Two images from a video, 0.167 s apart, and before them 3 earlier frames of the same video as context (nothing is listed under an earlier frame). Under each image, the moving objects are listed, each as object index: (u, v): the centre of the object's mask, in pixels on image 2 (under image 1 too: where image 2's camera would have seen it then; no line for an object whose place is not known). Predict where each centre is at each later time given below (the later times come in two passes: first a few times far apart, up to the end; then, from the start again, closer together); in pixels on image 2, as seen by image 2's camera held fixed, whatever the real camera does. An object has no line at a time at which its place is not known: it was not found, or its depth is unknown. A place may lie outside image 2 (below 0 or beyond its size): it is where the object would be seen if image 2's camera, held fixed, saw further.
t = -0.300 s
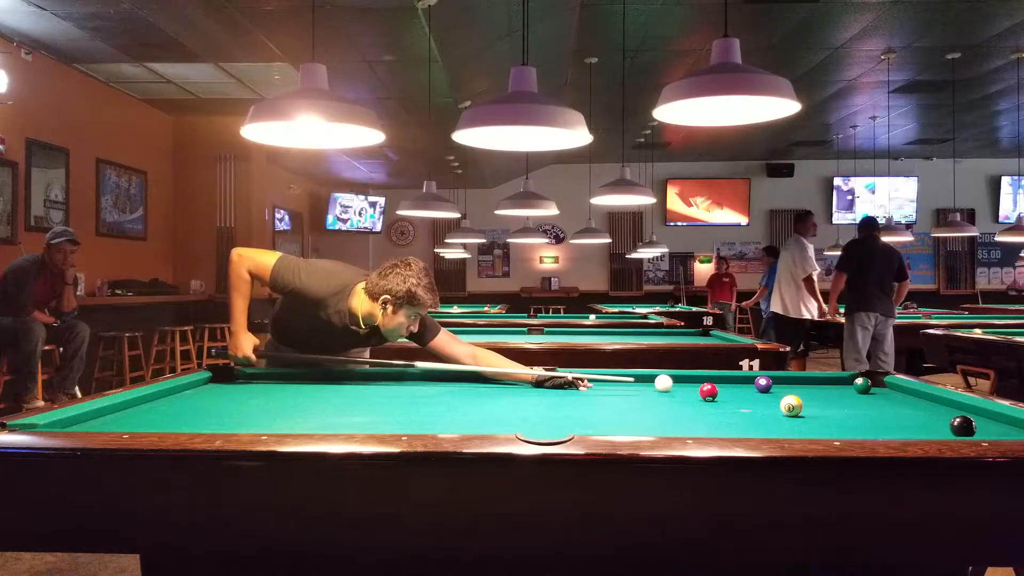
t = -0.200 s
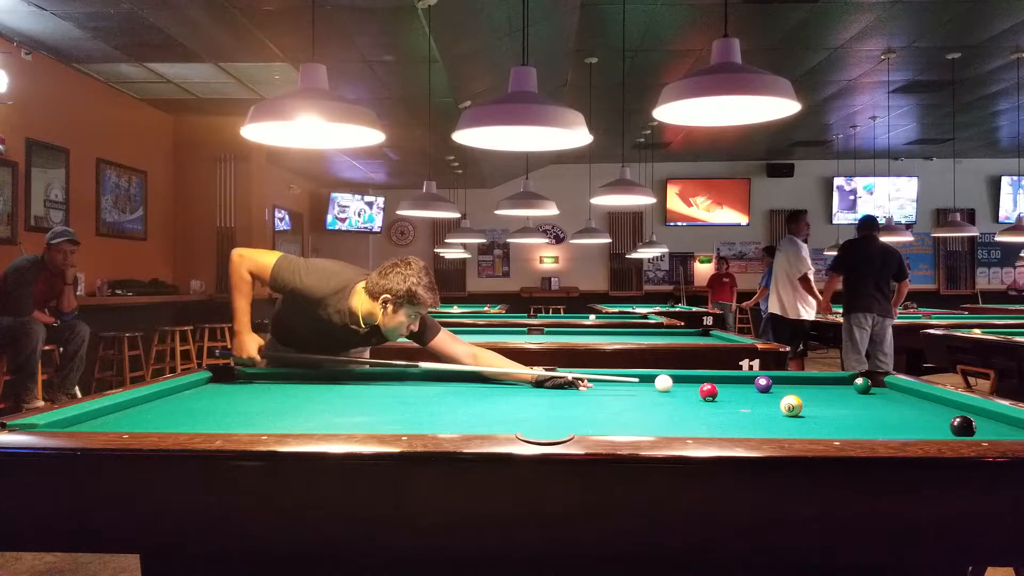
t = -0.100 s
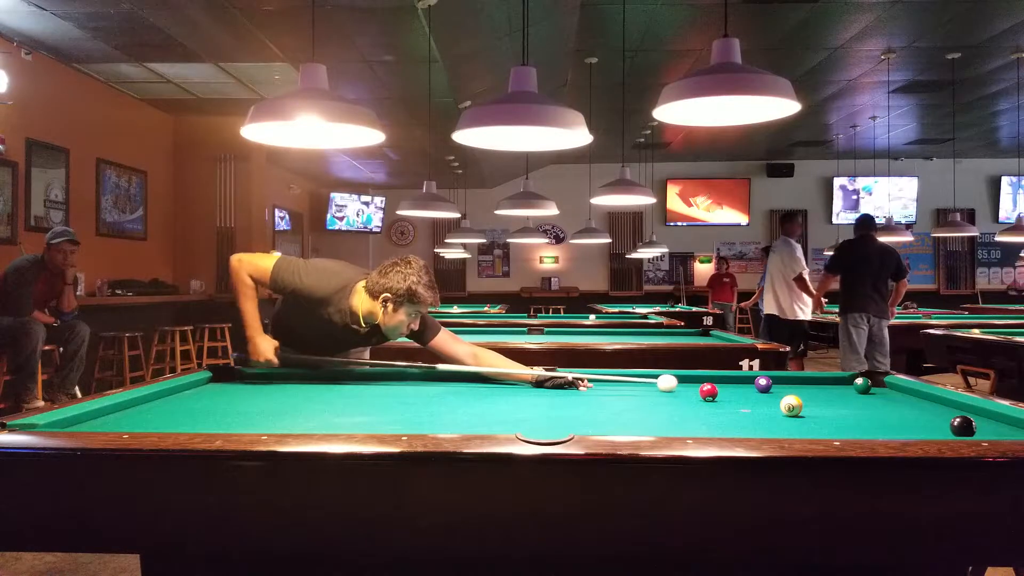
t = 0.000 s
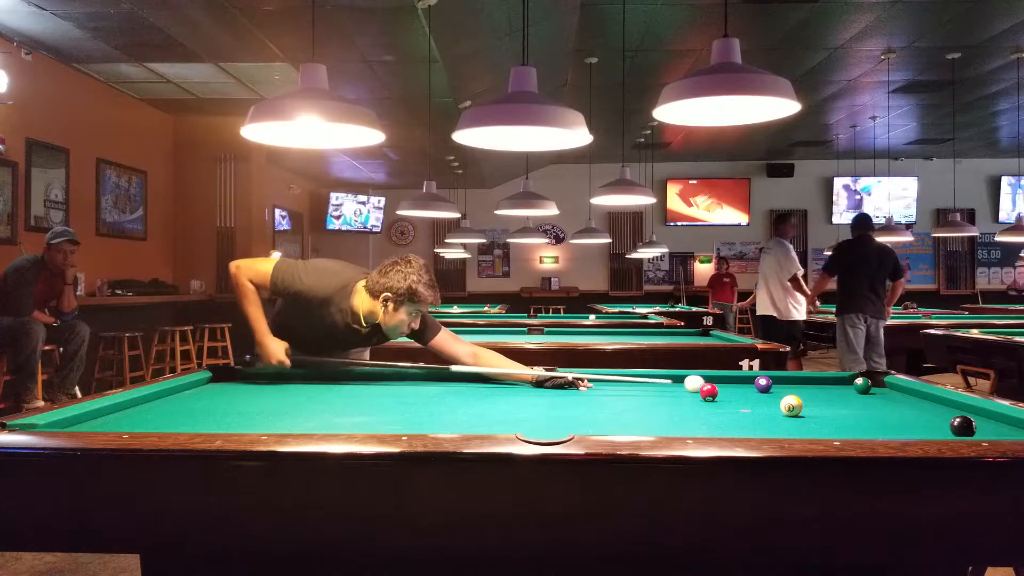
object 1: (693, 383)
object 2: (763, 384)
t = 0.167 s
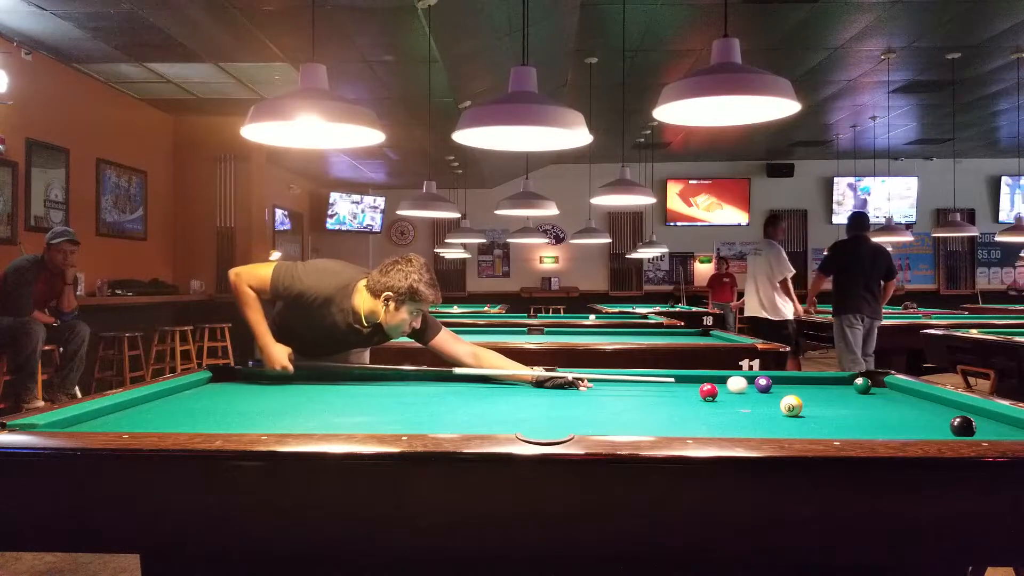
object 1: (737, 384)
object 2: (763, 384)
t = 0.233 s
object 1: (751, 385)
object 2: (767, 384)
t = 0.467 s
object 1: (778, 388)
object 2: (793, 382)
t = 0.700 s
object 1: (808, 391)
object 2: (815, 380)
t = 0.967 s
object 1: (840, 394)
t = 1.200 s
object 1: (868, 396)
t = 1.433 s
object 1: (895, 399)
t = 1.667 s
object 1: (921, 401)
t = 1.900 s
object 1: (946, 403)
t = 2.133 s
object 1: (952, 405)
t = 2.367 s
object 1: (947, 406)
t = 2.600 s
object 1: (944, 407)
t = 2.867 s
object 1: (939, 408)
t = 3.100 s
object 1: (935, 409)
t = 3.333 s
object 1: (933, 409)
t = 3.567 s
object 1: (930, 410)
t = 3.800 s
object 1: (929, 410)
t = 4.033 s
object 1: (928, 410)
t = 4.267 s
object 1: (928, 410)
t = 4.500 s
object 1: (927, 410)
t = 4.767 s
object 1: (927, 410)
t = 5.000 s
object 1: (927, 410)
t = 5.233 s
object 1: (927, 410)
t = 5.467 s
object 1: (927, 410)
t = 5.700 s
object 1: (927, 410)
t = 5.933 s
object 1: (927, 410)
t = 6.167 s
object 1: (927, 410)
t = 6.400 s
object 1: (927, 410)
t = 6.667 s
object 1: (928, 410)
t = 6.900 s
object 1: (928, 410)
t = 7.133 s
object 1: (928, 410)
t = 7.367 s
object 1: (927, 410)
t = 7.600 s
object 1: (927, 410)
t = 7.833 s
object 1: (928, 410)
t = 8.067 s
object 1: (927, 410)
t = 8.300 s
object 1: (927, 410)
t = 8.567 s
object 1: (927, 410)
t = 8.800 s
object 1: (927, 410)
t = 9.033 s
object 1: (927, 410)
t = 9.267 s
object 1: (927, 410)
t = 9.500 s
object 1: (927, 410)
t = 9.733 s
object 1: (927, 410)
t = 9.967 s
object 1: (927, 410)
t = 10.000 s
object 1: (927, 410)
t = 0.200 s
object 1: (746, 385)
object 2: (763, 384)
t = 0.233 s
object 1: (751, 385)
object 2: (767, 384)
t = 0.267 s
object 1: (754, 385)
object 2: (771, 383)
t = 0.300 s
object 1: (758, 386)
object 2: (775, 383)
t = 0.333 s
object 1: (763, 386)
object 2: (779, 383)
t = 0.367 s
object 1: (767, 387)
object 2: (782, 383)
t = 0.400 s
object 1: (771, 387)
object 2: (786, 383)
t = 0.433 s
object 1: (775, 388)
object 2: (789, 382)
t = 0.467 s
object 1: (778, 388)
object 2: (793, 382)
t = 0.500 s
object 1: (782, 388)
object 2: (796, 382)
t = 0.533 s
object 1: (787, 388)
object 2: (800, 381)
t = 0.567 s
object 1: (791, 388)
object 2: (803, 381)
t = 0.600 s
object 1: (796, 389)
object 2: (806, 380)
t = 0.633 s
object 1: (800, 389)
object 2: (809, 380)
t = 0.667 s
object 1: (803, 390)
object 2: (812, 380)
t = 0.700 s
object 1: (808, 391)
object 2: (815, 380)
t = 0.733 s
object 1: (812, 391)
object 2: (818, 379)
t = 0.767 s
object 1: (816, 391)
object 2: (821, 379)
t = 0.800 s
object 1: (820, 392)
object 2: (823, 379)
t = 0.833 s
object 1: (824, 392)
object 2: (826, 379)
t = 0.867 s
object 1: (828, 393)
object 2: (829, 379)
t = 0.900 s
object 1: (832, 393)
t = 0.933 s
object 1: (836, 393)
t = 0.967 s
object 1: (840, 394)
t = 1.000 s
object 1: (844, 394)
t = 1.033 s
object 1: (848, 394)
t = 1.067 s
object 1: (852, 395)
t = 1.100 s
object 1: (856, 395)
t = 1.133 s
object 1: (860, 395)
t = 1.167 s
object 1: (864, 396)
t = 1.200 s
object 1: (868, 396)
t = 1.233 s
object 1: (872, 396)
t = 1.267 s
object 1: (876, 397)
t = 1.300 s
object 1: (879, 397)
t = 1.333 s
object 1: (884, 398)
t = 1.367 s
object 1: (887, 398)
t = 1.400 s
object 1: (891, 399)
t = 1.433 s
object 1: (895, 399)
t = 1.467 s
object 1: (899, 399)
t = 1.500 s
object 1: (902, 399)
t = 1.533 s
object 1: (906, 400)
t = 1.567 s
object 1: (910, 400)
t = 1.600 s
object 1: (914, 400)
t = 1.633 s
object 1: (918, 401)
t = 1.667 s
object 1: (921, 401)
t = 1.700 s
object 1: (925, 402)
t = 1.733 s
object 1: (929, 402)
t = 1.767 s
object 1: (933, 402)
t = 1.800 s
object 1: (936, 403)
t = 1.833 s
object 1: (940, 403)
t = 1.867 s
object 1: (943, 403)
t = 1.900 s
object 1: (946, 403)
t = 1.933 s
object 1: (950, 403)
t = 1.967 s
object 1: (953, 404)
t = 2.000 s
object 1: (954, 404)
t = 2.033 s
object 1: (954, 404)
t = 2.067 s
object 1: (954, 404)
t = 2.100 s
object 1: (953, 405)
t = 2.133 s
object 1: (952, 405)
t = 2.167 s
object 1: (951, 405)
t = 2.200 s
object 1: (951, 405)
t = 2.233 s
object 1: (950, 405)
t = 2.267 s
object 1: (950, 406)
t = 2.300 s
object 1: (949, 406)
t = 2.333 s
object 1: (948, 406)
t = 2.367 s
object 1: (947, 406)
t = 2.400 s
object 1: (947, 406)
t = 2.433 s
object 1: (947, 407)
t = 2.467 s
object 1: (946, 407)
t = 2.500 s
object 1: (946, 407)
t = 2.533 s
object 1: (945, 407)
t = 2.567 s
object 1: (945, 407)
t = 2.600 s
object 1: (944, 407)
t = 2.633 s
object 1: (943, 407)
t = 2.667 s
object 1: (943, 408)
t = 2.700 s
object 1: (942, 408)
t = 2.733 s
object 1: (941, 408)
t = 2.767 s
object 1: (941, 408)
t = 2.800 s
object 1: (940, 408)
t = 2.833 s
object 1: (940, 408)
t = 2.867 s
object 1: (939, 408)
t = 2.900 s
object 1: (938, 408)
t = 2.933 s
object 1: (938, 408)
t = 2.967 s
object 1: (938, 409)
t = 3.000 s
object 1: (937, 409)
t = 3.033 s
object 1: (936, 409)
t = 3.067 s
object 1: (936, 409)
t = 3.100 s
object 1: (935, 409)
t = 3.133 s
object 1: (935, 409)
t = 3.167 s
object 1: (935, 409)
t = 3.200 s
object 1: (934, 409)
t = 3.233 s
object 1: (934, 409)
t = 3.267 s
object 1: (933, 409)
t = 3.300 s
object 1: (933, 409)
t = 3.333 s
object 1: (933, 409)
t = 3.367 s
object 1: (932, 410)
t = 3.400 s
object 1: (932, 410)
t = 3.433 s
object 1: (931, 410)
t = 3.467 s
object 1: (931, 410)
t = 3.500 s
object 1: (931, 410)
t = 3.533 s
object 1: (931, 410)
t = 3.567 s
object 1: (930, 410)
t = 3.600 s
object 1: (930, 410)
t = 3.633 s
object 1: (930, 410)
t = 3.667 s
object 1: (929, 410)
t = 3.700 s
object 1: (929, 410)
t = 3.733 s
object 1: (929, 410)
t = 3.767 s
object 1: (929, 410)
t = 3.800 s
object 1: (929, 410)
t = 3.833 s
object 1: (929, 410)
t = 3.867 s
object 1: (928, 410)
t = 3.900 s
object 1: (928, 410)
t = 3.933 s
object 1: (928, 410)
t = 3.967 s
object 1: (928, 410)
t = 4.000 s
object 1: (928, 410)
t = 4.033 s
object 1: (928, 410)
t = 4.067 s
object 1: (928, 410)
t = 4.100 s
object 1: (928, 410)
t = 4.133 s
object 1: (928, 410)
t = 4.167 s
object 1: (928, 410)
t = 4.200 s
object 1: (928, 410)
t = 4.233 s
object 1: (928, 410)
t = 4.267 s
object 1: (928, 410)
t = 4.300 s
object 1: (928, 410)
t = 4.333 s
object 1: (928, 410)
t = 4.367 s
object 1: (928, 410)
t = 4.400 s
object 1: (928, 410)
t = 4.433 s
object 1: (928, 410)
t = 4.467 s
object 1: (928, 410)
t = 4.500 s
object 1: (927, 410)
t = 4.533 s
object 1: (928, 410)
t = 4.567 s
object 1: (927, 410)
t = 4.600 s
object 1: (927, 410)
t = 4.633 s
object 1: (927, 410)
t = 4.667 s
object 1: (927, 410)
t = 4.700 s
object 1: (927, 410)
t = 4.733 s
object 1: (927, 410)
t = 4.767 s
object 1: (927, 410)
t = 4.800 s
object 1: (927, 410)
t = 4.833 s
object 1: (927, 410)
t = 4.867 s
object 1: (927, 410)
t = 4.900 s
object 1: (927, 410)
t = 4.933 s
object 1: (927, 410)
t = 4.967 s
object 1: (927, 410)
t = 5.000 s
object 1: (927, 410)
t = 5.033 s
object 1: (927, 410)
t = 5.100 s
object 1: (927, 410)
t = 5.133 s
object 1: (927, 410)
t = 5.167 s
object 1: (927, 410)
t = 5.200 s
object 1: (927, 410)
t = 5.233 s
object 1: (927, 410)
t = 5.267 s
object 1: (927, 410)
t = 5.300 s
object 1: (927, 410)
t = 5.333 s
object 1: (927, 410)
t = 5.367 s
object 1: (927, 410)
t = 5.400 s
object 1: (927, 410)
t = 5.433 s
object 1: (927, 410)
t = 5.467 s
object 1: (927, 410)
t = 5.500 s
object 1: (927, 410)
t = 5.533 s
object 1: (927, 410)
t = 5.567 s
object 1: (927, 410)
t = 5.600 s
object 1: (928, 410)
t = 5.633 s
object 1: (928, 410)
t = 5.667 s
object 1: (927, 410)
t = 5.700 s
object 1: (927, 410)
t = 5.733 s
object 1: (927, 410)
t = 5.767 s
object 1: (928, 410)
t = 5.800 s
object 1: (927, 410)
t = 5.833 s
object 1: (927, 410)
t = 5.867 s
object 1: (927, 410)
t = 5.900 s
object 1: (928, 410)
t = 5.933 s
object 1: (927, 410)
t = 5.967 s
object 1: (927, 410)
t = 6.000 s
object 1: (927, 410)
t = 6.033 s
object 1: (927, 410)
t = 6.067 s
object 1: (927, 410)
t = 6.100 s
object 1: (927, 410)
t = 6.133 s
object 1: (928, 410)
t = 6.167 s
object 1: (927, 410)
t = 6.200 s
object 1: (927, 410)
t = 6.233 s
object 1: (927, 410)
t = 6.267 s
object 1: (927, 410)
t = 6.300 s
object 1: (927, 410)
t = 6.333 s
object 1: (927, 410)
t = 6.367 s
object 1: (927, 410)
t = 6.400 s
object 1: (927, 410)
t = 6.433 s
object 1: (928, 410)
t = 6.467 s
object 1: (927, 410)
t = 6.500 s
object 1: (927, 410)
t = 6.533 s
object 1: (927, 410)
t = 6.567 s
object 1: (928, 410)
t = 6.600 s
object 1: (927, 410)
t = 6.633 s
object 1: (927, 410)
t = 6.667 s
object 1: (928, 410)
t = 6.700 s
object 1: (927, 410)
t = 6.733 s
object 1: (927, 410)
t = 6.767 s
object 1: (927, 410)
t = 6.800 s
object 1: (927, 410)
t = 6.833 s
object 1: (927, 410)
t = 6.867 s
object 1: (927, 410)
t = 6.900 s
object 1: (928, 410)
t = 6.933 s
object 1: (927, 410)
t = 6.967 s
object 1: (927, 410)
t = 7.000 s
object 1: (927, 410)
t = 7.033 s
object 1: (927, 410)
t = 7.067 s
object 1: (927, 410)
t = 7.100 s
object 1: (927, 410)
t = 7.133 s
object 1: (928, 410)
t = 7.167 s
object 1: (928, 410)
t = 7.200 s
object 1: (927, 410)
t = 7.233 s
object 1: (928, 410)
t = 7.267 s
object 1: (927, 410)
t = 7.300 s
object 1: (927, 410)
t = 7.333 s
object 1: (927, 410)
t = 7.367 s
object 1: (927, 410)
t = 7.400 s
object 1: (928, 410)
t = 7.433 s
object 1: (927, 410)
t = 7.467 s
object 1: (927, 410)
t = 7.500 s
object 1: (927, 410)
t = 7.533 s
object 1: (928, 410)
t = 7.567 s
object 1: (928, 410)
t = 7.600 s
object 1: (927, 410)
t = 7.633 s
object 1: (928, 410)
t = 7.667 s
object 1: (927, 410)
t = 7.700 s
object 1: (927, 410)
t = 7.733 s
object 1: (927, 410)
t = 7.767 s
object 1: (928, 410)
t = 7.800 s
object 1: (928, 410)
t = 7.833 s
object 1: (928, 410)
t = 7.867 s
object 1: (928, 410)
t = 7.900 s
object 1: (928, 410)
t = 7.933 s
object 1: (928, 410)
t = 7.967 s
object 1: (928, 410)
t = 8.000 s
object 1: (928, 410)
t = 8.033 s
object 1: (927, 410)
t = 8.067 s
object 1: (927, 410)
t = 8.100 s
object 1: (927, 410)
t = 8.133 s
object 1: (927, 410)
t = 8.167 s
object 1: (927, 410)
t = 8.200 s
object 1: (928, 410)
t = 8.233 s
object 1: (927, 410)
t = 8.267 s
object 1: (927, 410)
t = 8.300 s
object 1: (927, 410)
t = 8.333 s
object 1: (927, 410)
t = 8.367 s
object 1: (927, 410)
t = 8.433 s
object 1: (927, 410)
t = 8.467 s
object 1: (927, 410)
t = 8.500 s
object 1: (927, 410)
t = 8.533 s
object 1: (927, 410)
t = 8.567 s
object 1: (927, 410)
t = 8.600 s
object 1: (927, 410)
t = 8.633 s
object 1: (928, 410)
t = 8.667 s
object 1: (928, 410)
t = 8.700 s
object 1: (927, 410)
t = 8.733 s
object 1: (927, 410)
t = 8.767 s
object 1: (927, 410)
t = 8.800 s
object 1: (927, 410)
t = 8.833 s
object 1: (927, 410)
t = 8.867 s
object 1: (927, 410)
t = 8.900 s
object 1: (927, 410)
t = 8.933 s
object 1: (927, 410)
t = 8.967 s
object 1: (927, 410)
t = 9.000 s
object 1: (927, 410)
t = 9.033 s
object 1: (927, 410)
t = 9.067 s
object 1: (927, 410)
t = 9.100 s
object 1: (927, 410)
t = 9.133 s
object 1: (928, 410)
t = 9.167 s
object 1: (927, 410)
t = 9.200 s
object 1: (927, 410)
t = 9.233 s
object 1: (927, 410)
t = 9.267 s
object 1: (927, 410)
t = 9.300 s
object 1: (927, 410)
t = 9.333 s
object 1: (927, 410)
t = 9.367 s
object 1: (927, 410)
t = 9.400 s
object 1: (927, 410)
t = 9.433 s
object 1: (927, 410)
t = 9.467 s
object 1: (927, 410)
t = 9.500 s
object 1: (927, 410)
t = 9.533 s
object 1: (927, 410)
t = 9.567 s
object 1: (927, 410)
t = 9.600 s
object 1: (928, 410)
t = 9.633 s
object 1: (927, 410)
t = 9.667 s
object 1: (927, 410)
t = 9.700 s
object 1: (927, 410)
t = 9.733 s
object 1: (927, 410)
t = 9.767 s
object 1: (927, 410)
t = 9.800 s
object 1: (927, 410)
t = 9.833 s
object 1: (927, 410)
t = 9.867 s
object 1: (927, 410)
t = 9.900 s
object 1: (928, 410)
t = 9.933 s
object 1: (927, 410)
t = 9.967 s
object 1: (927, 410)
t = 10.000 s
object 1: (927, 410)
